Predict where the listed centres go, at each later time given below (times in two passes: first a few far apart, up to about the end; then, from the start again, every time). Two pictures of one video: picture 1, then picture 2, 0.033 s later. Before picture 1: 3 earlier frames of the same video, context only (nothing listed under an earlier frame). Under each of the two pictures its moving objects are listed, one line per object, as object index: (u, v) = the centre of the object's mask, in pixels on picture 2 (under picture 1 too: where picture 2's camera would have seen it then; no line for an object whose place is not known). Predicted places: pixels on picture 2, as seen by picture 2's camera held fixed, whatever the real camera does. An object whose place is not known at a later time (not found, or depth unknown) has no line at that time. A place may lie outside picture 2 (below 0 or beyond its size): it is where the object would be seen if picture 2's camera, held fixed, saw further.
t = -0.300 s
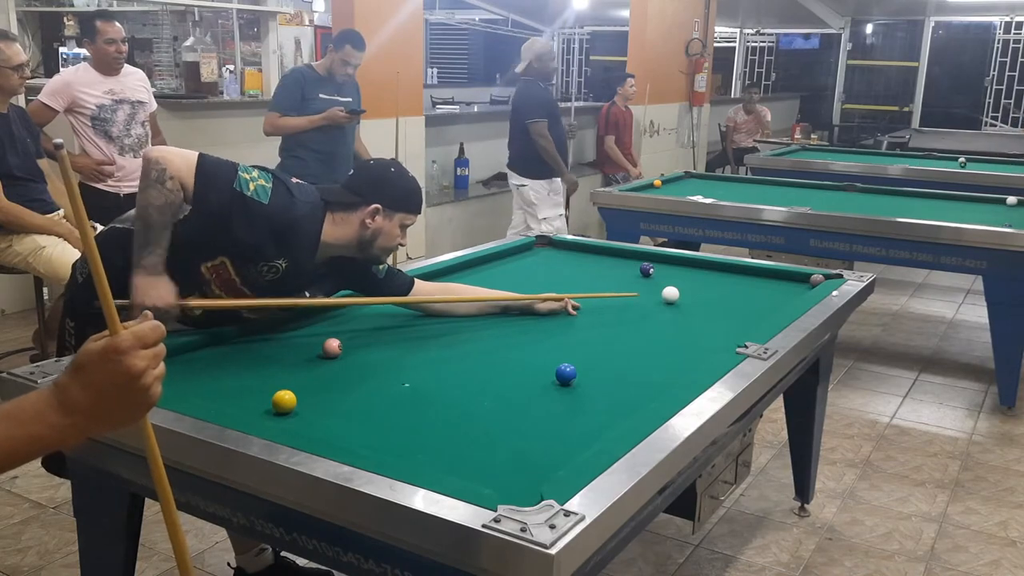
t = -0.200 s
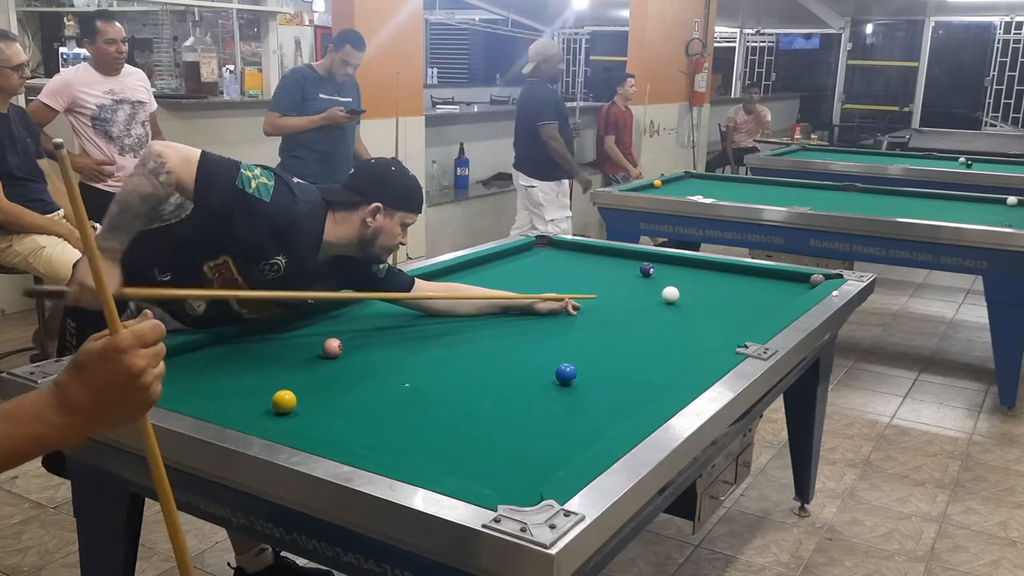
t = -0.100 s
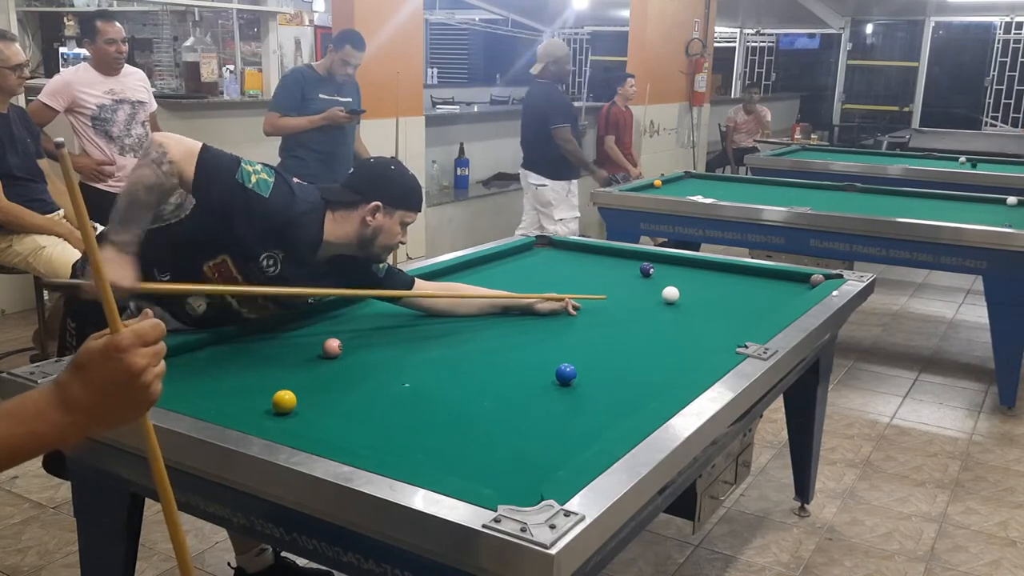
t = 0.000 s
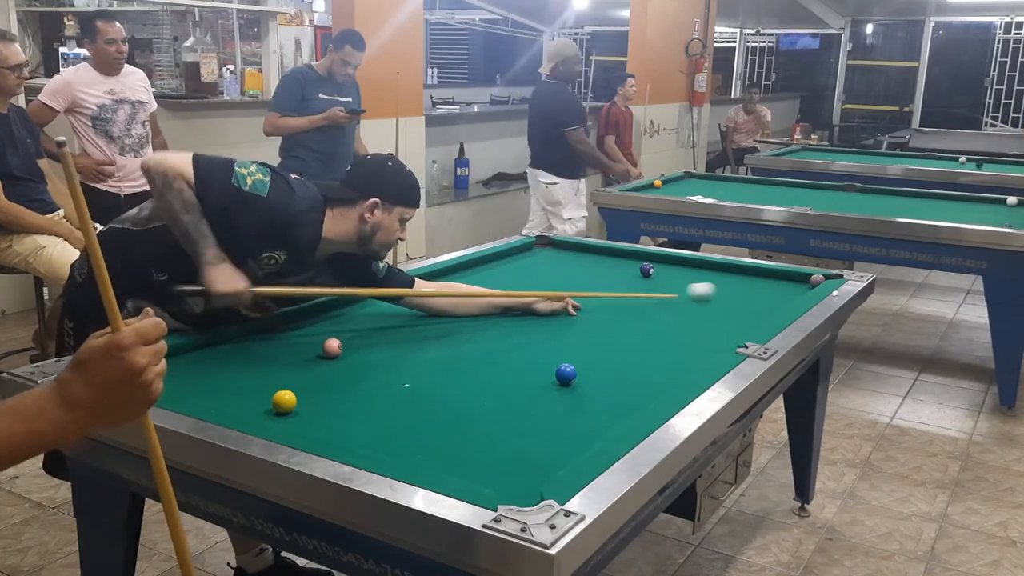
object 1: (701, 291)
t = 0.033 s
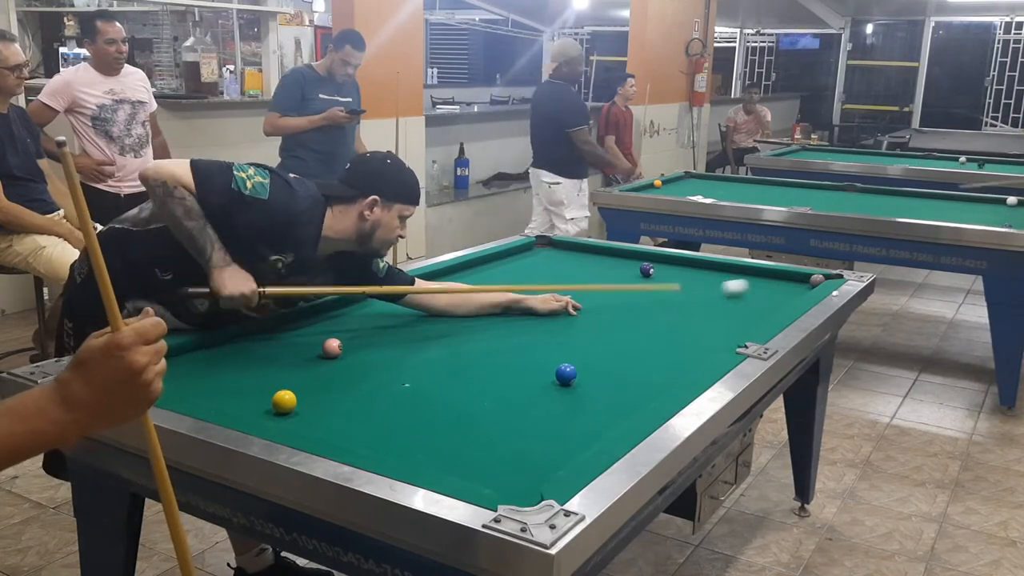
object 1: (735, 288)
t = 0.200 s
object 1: (793, 276)
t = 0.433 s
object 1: (748, 277)
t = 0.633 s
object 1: (711, 278)
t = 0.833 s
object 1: (674, 279)
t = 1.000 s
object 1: (643, 280)
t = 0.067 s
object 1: (767, 284)
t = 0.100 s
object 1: (798, 281)
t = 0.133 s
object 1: (801, 279)
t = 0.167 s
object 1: (798, 277)
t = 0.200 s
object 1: (793, 276)
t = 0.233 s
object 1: (787, 277)
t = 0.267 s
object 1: (780, 277)
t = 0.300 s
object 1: (774, 277)
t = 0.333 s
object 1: (767, 277)
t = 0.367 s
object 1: (761, 277)
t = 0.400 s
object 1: (754, 277)
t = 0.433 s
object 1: (748, 277)
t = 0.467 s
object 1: (742, 278)
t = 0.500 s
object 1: (736, 278)
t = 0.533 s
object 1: (729, 278)
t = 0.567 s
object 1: (723, 278)
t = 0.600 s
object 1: (717, 278)
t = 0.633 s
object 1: (711, 278)
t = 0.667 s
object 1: (704, 278)
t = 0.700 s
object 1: (698, 279)
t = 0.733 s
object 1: (692, 279)
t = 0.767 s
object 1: (686, 279)
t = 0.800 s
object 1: (680, 279)
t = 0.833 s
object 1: (674, 279)
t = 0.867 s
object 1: (667, 279)
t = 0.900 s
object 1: (661, 280)
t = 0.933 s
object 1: (655, 280)
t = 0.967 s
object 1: (649, 280)
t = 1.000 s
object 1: (643, 280)
